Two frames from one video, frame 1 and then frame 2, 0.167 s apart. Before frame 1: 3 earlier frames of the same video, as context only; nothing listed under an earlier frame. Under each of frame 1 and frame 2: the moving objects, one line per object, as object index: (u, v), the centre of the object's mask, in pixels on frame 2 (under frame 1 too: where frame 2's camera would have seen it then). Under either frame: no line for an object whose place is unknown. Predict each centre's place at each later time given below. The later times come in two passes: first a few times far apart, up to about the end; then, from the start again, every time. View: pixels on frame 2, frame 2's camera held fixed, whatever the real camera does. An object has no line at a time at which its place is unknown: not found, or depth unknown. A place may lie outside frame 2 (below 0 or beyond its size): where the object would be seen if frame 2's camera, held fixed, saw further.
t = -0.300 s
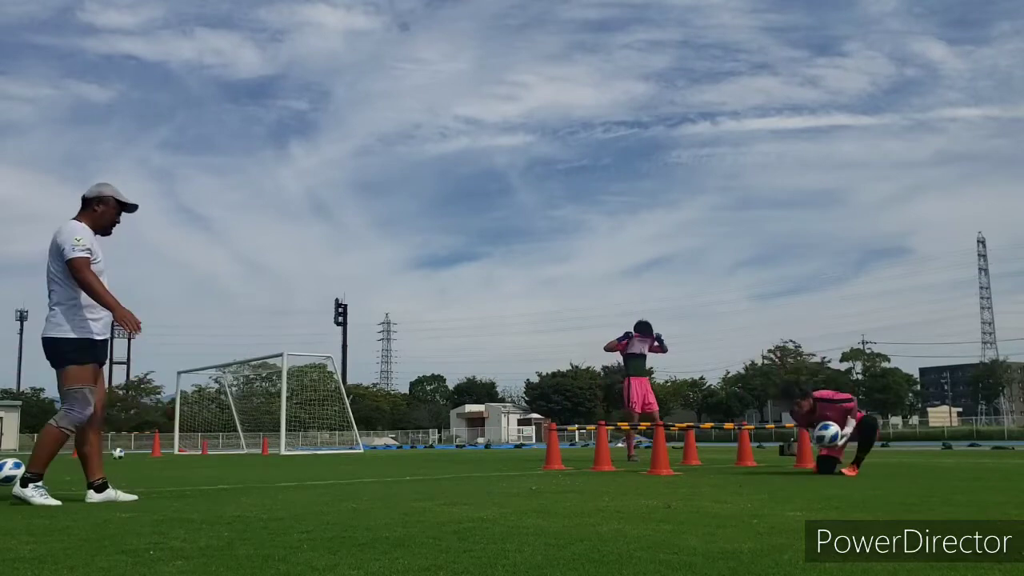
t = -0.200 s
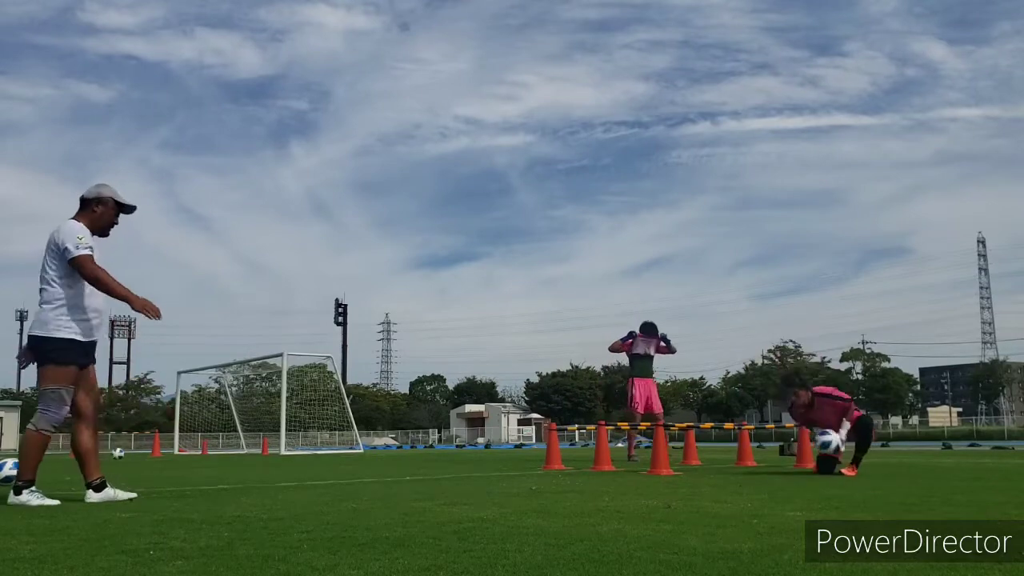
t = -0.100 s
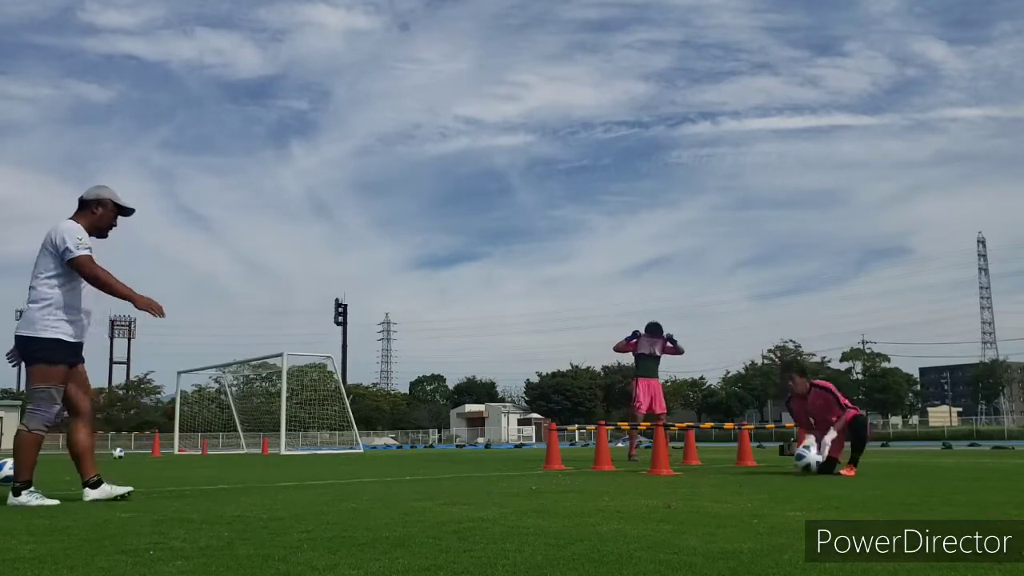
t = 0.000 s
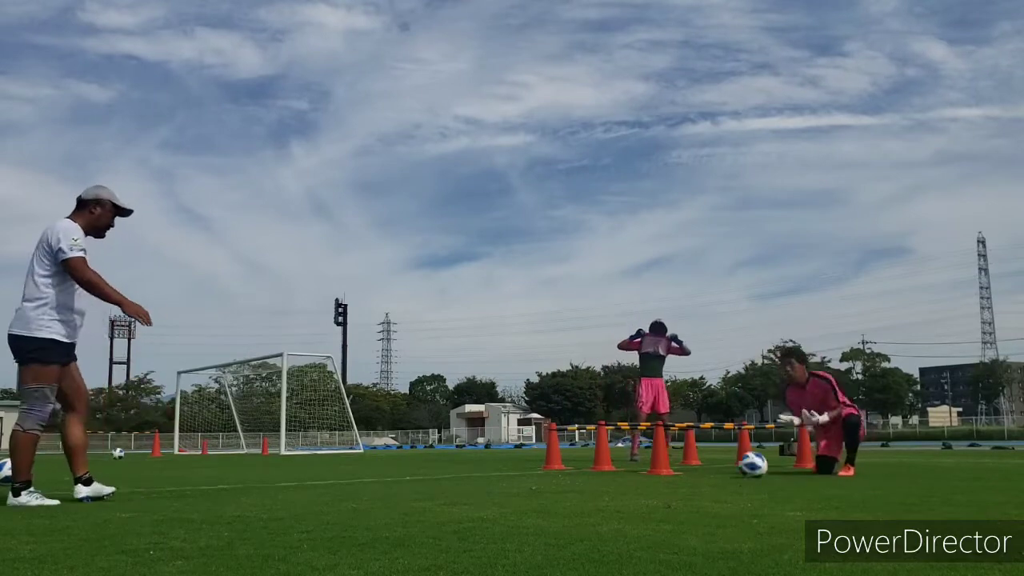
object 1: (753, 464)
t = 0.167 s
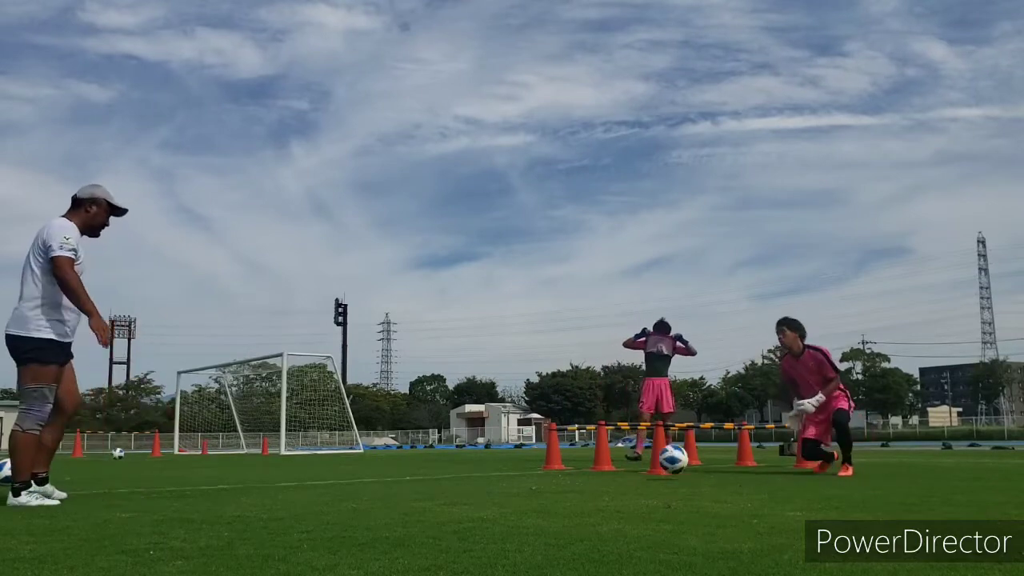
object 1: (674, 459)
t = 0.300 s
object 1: (609, 463)
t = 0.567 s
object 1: (480, 469)
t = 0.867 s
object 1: (317, 474)
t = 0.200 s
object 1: (657, 462)
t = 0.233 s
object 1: (641, 466)
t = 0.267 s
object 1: (626, 465)
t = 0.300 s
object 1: (609, 463)
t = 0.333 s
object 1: (594, 461)
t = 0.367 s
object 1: (578, 462)
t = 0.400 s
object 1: (562, 464)
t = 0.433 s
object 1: (546, 467)
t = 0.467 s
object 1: (529, 468)
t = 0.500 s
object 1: (513, 467)
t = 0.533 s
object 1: (496, 467)
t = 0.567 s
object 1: (480, 469)
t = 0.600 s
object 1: (462, 470)
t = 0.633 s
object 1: (445, 471)
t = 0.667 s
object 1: (427, 471)
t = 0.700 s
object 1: (409, 471)
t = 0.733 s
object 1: (392, 473)
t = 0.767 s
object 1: (373, 474)
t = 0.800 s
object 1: (355, 473)
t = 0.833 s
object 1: (336, 473)
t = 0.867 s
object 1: (317, 474)
